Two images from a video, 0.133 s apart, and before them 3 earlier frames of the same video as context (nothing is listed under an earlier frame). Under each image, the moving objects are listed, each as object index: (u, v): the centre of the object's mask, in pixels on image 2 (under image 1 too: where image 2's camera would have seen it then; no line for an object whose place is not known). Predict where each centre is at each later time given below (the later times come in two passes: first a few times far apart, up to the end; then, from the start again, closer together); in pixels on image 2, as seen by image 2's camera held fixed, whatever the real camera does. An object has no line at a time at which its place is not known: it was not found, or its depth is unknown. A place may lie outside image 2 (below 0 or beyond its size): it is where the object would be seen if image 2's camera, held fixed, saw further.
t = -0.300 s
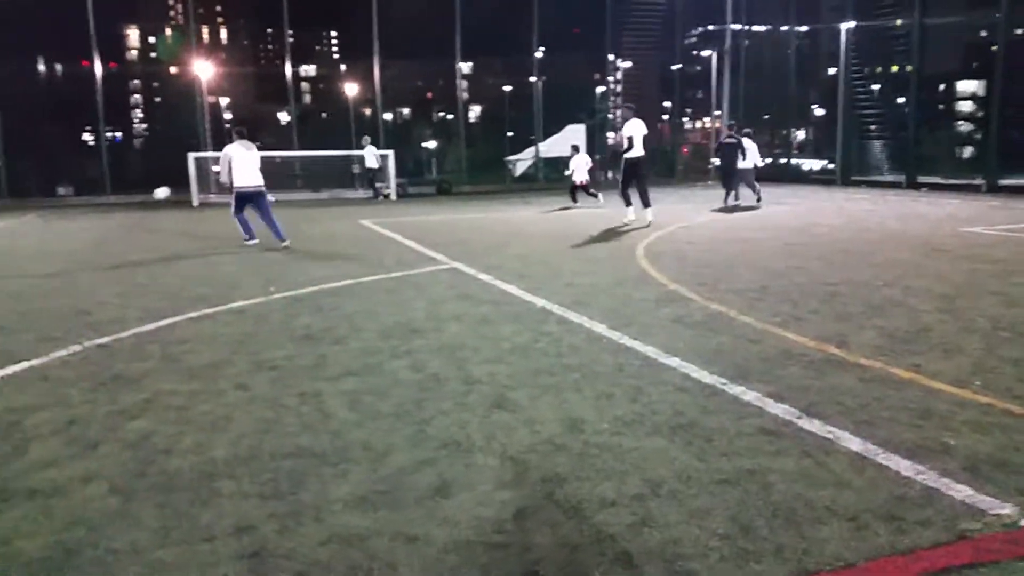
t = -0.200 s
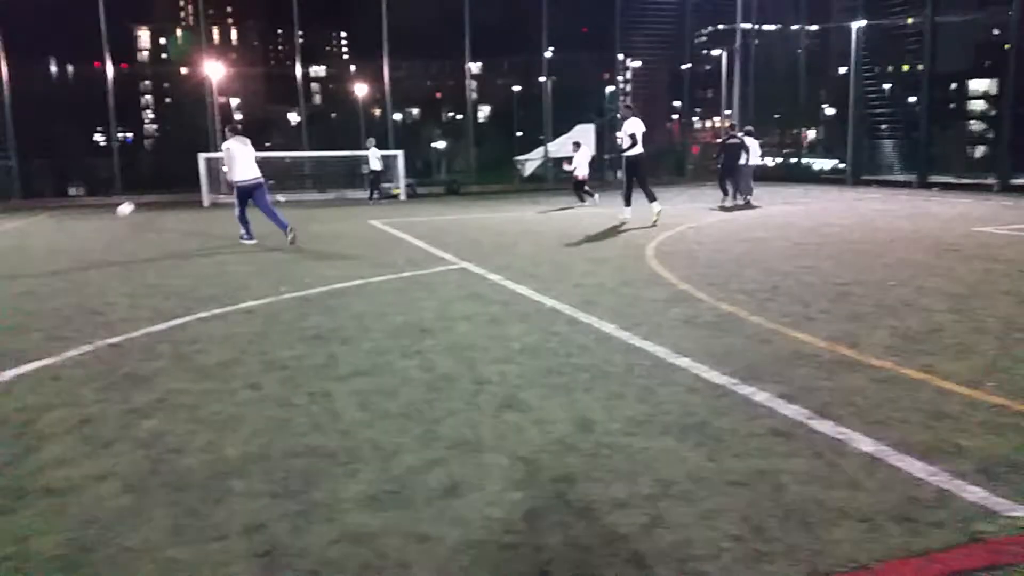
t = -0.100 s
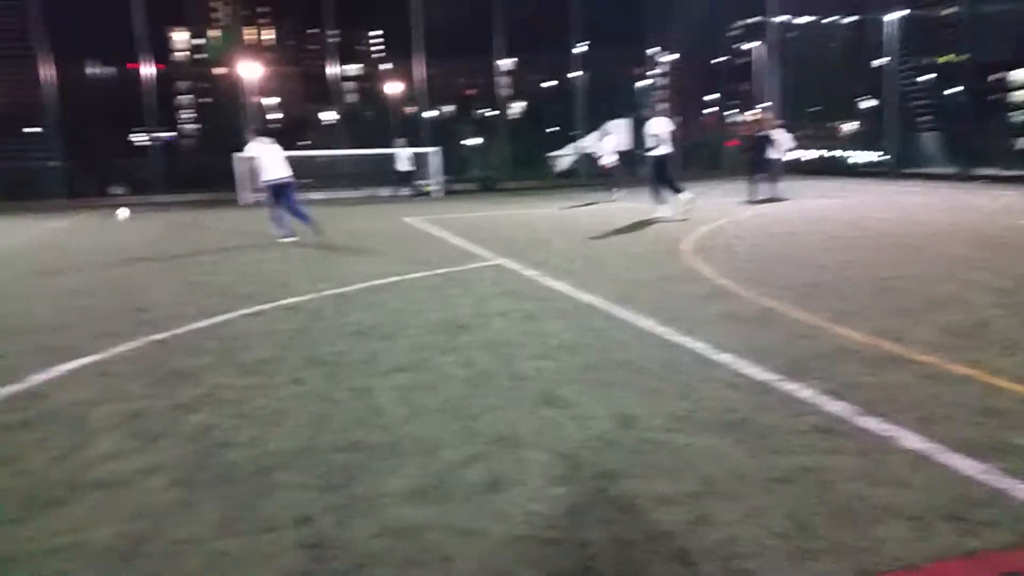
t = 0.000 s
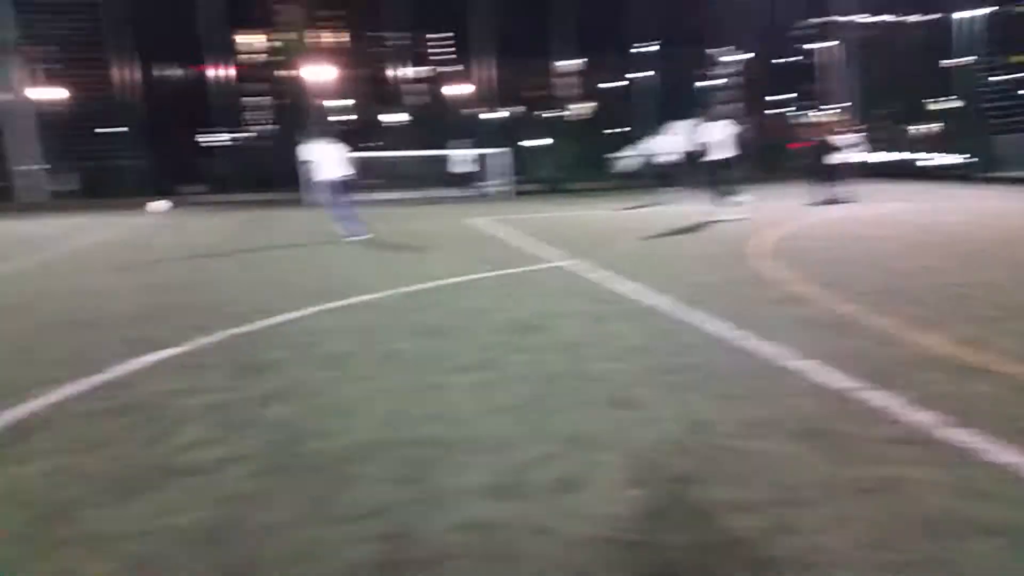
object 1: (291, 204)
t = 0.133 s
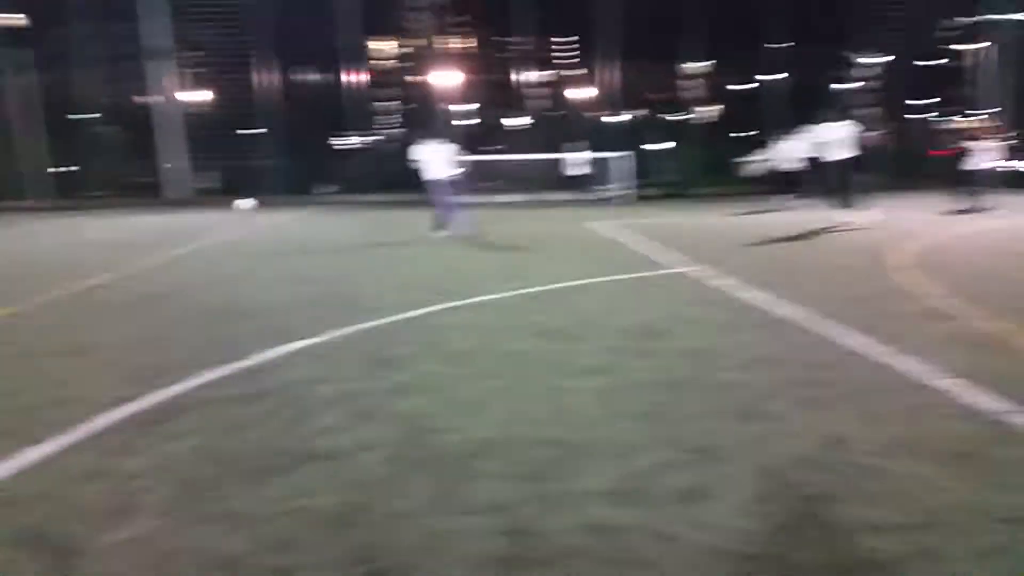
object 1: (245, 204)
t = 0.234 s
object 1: (210, 209)
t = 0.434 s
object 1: (142, 217)
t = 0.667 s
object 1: (72, 221)
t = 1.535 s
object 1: (-168, 231)
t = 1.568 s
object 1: (-177, 231)
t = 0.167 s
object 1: (234, 205)
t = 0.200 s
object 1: (222, 207)
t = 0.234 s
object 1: (210, 209)
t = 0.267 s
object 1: (197, 212)
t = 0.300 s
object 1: (185, 216)
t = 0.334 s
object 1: (173, 220)
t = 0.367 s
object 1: (162, 221)
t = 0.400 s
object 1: (152, 219)
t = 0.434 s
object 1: (142, 217)
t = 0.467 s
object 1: (132, 216)
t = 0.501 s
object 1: (122, 216)
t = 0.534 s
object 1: (112, 216)
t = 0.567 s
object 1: (102, 216)
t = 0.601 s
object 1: (93, 217)
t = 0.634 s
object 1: (82, 219)
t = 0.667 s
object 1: (72, 221)
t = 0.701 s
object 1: (63, 224)
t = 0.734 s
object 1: (53, 225)
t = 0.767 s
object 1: (44, 223)
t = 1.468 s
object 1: (-151, 230)
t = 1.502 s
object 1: (-160, 231)
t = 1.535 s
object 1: (-168, 231)
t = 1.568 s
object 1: (-177, 231)
